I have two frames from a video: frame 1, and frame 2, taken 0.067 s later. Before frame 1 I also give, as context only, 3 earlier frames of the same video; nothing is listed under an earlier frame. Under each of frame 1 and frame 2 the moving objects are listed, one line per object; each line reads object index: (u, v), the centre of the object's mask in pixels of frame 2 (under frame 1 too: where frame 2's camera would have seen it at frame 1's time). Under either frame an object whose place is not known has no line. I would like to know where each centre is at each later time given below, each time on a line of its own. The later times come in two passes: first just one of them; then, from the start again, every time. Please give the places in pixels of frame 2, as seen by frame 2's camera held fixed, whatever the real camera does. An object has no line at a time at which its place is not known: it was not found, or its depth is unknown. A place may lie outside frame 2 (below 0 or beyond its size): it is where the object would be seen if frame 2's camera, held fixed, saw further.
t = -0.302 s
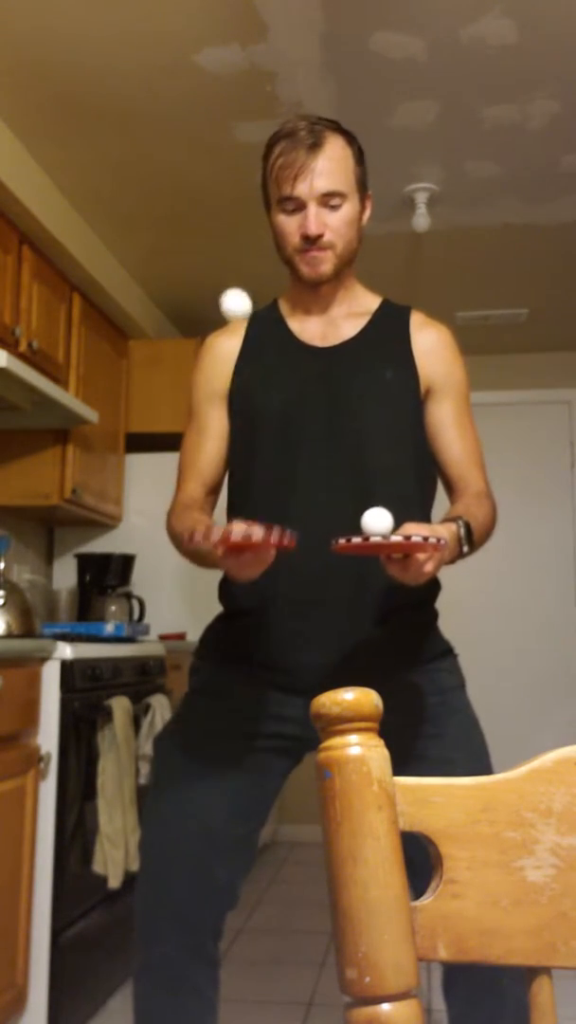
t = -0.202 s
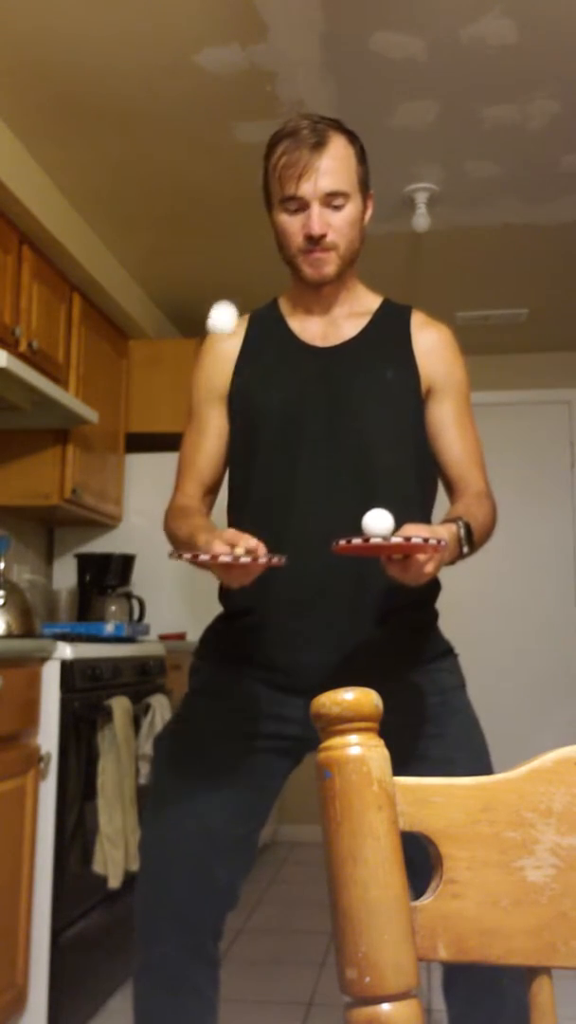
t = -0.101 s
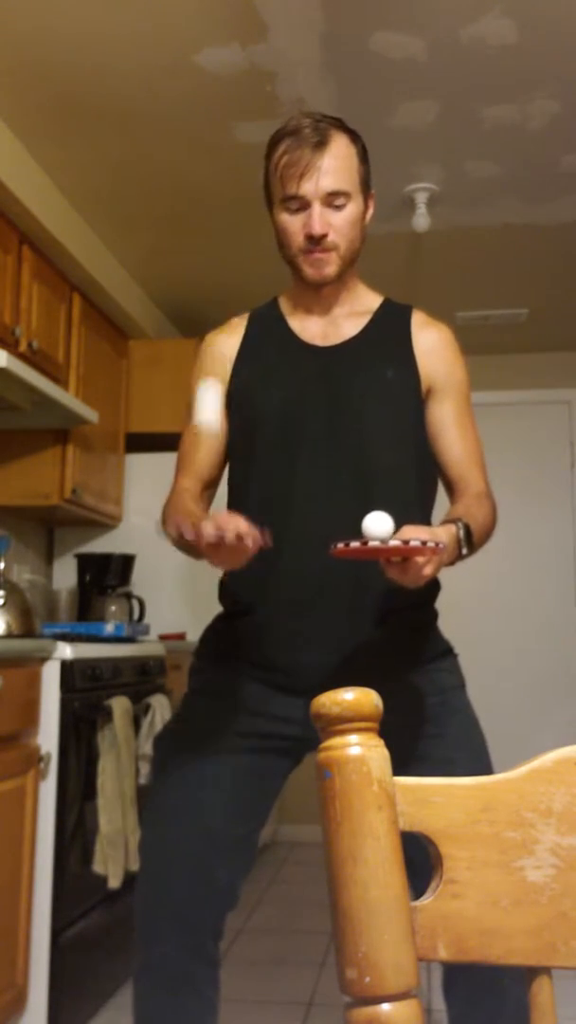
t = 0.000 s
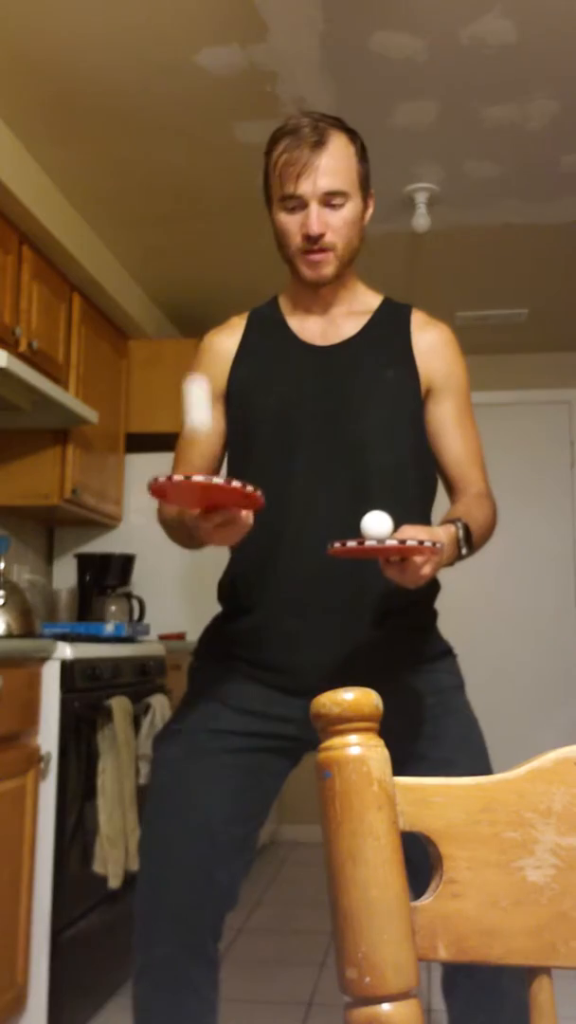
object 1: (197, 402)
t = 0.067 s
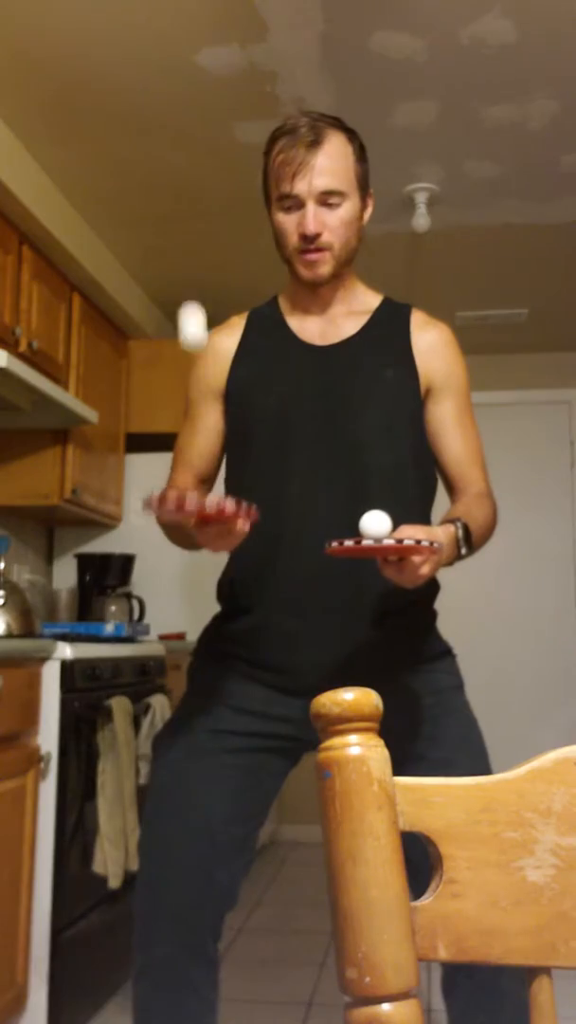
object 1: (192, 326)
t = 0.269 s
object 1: (177, 287)
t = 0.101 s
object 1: (190, 301)
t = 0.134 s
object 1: (188, 283)
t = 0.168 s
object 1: (185, 273)
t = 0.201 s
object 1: (183, 270)
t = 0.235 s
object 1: (180, 275)
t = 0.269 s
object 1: (177, 287)
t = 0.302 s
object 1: (174, 307)
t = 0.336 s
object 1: (171, 333)
